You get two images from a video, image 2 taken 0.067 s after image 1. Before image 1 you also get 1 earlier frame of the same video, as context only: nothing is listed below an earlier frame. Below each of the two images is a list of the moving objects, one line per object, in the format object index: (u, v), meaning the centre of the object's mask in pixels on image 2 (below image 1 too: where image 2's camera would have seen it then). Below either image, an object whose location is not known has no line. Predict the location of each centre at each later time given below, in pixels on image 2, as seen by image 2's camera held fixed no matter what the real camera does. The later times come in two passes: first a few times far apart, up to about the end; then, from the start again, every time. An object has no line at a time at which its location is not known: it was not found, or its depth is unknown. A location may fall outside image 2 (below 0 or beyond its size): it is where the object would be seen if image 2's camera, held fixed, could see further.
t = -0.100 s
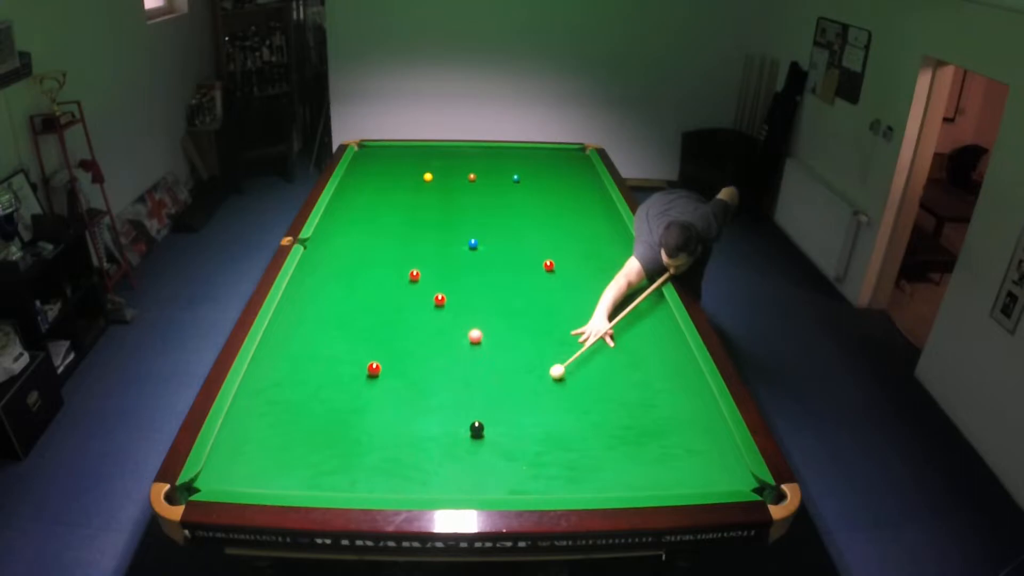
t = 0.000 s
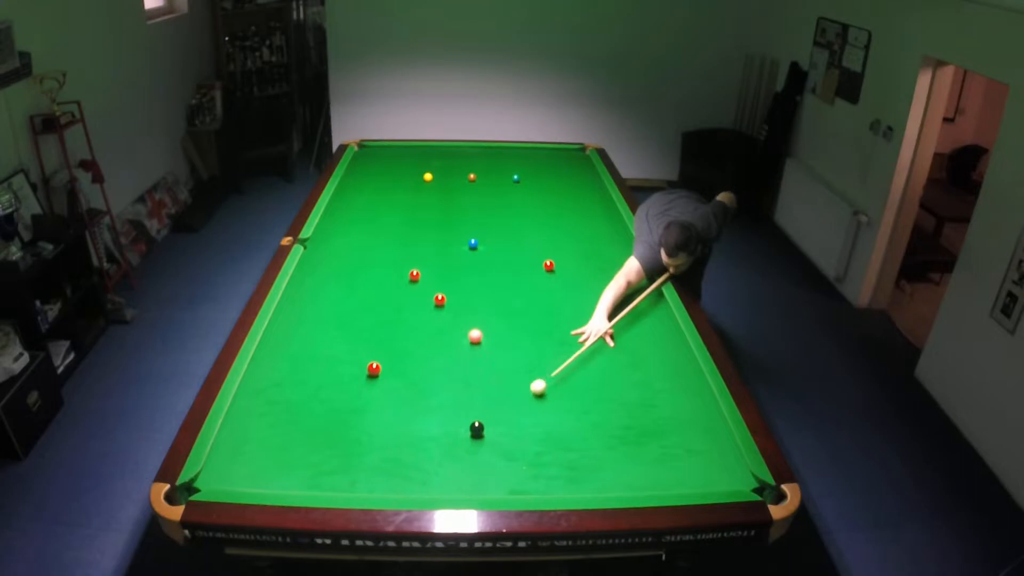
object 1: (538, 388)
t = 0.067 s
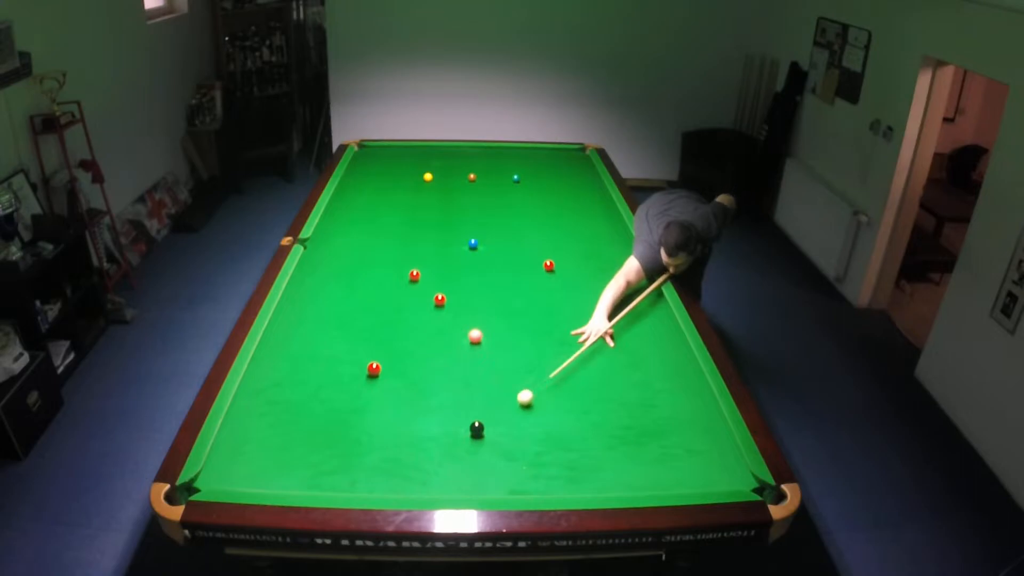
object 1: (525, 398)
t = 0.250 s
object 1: (493, 428)
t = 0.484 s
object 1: (492, 460)
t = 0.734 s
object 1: (489, 488)
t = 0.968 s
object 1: (489, 467)
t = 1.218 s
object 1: (489, 446)
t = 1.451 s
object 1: (489, 428)
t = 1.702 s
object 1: (489, 413)
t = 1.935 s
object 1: (489, 399)
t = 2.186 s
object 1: (489, 386)
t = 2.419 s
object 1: (489, 376)
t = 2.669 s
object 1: (489, 365)
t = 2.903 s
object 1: (488, 357)
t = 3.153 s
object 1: (487, 352)
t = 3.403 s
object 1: (487, 345)
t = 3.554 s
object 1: (487, 342)
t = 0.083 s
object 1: (522, 401)
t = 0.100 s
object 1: (519, 404)
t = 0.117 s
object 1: (515, 406)
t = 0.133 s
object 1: (512, 409)
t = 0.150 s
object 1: (508, 412)
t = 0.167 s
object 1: (505, 415)
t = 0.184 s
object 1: (501, 418)
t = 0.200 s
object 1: (498, 420)
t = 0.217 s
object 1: (494, 423)
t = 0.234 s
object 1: (492, 426)
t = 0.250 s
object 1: (493, 428)
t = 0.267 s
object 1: (493, 430)
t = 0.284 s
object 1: (493, 432)
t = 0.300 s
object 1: (494, 434)
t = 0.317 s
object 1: (493, 436)
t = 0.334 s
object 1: (493, 439)
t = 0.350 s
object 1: (493, 441)
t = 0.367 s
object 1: (493, 443)
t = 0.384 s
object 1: (493, 445)
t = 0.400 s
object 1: (493, 448)
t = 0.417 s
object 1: (493, 450)
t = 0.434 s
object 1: (492, 452)
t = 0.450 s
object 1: (492, 455)
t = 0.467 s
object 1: (492, 457)
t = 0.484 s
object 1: (492, 460)
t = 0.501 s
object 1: (492, 462)
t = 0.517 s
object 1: (491, 464)
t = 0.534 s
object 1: (491, 466)
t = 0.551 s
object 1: (491, 468)
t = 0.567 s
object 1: (491, 470)
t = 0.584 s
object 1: (490, 473)
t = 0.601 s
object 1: (490, 475)
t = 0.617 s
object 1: (490, 478)
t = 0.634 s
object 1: (490, 480)
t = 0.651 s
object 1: (490, 482)
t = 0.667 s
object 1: (490, 485)
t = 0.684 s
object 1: (490, 487)
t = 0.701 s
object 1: (489, 488)
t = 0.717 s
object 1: (489, 489)
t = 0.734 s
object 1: (489, 488)
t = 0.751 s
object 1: (489, 487)
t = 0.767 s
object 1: (489, 486)
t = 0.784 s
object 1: (489, 485)
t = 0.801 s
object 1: (489, 484)
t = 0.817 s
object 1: (489, 482)
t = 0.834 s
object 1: (489, 480)
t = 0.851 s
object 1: (489, 478)
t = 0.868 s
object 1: (489, 477)
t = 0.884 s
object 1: (489, 475)
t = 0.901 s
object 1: (489, 474)
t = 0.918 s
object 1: (489, 472)
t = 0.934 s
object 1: (489, 470)
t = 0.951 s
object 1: (489, 469)
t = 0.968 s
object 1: (489, 467)
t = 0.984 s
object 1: (489, 466)
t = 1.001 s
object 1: (489, 464)
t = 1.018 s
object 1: (489, 463)
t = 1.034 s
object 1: (489, 461)
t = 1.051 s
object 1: (489, 460)
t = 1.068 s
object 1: (489, 458)
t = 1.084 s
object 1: (489, 457)
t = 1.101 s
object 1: (489, 455)
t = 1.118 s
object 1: (489, 454)
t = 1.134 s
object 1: (489, 453)
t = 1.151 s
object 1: (489, 451)
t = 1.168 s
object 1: (489, 450)
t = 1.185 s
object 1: (490, 449)
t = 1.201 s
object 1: (489, 447)
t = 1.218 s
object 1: (489, 446)
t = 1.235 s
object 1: (489, 445)
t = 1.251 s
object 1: (489, 443)
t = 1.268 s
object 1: (489, 442)
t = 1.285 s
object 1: (489, 441)
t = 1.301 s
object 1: (489, 439)
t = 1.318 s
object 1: (489, 438)
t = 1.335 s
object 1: (489, 437)
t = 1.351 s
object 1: (489, 436)
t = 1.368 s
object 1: (489, 434)
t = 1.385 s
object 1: (489, 433)
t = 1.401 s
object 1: (489, 432)
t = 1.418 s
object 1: (489, 431)
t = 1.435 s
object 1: (489, 430)
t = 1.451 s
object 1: (489, 428)
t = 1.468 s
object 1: (489, 427)
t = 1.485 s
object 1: (489, 426)
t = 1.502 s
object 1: (489, 425)
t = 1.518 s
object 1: (489, 424)
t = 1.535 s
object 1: (489, 423)
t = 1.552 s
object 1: (489, 422)
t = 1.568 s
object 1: (489, 421)
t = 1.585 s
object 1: (489, 420)
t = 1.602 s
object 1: (489, 418)
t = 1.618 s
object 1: (489, 418)
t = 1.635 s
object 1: (489, 417)
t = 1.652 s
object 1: (489, 416)
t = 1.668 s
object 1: (489, 415)
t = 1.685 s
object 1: (489, 413)
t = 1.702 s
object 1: (489, 413)
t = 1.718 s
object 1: (490, 412)
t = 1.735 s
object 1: (490, 410)
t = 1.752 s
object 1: (490, 409)
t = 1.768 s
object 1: (490, 408)
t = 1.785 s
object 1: (490, 407)
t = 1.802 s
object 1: (490, 407)
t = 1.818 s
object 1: (489, 405)
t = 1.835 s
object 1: (490, 404)
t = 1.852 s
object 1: (489, 403)
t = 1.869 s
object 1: (489, 402)
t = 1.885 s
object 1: (489, 401)
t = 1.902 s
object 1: (489, 400)
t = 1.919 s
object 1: (489, 399)
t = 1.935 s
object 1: (489, 399)
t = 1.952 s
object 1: (489, 397)
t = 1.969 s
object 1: (489, 397)
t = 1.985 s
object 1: (489, 396)
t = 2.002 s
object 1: (489, 395)
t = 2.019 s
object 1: (489, 394)
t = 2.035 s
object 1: (489, 393)
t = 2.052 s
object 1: (489, 392)
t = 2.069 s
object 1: (489, 391)
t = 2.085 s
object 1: (489, 390)
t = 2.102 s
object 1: (489, 390)
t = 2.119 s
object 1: (489, 389)
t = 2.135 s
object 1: (489, 388)
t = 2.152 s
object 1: (489, 387)
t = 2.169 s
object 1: (489, 386)
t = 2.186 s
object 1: (489, 386)
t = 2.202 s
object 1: (489, 385)
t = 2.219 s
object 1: (489, 384)
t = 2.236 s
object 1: (489, 383)
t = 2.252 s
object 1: (489, 382)
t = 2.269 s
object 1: (489, 382)
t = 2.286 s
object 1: (489, 381)
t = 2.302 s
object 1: (489, 380)
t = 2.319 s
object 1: (489, 380)
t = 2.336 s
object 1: (489, 379)
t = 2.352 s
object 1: (489, 378)
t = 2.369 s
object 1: (489, 378)
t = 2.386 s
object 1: (489, 377)
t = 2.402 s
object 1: (489, 376)
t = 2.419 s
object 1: (489, 376)
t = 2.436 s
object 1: (489, 375)
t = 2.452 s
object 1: (489, 374)
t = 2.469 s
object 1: (489, 374)
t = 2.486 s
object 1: (489, 373)
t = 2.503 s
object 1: (489, 373)
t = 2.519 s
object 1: (489, 372)
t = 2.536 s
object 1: (489, 372)
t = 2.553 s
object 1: (489, 371)
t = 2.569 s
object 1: (489, 371)
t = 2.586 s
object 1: (489, 371)
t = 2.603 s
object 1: (489, 368)
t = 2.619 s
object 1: (489, 368)
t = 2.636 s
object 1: (489, 367)
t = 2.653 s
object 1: (488, 366)
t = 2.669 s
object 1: (489, 365)
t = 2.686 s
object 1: (488, 365)
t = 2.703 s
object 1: (489, 364)
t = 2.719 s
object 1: (488, 364)
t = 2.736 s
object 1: (488, 363)
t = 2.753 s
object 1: (488, 362)
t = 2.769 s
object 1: (488, 362)
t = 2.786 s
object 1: (488, 361)
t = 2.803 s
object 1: (488, 361)
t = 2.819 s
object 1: (488, 360)
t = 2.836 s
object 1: (488, 359)
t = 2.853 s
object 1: (488, 359)
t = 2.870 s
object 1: (488, 358)
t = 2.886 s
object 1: (488, 358)
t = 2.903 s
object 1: (488, 357)
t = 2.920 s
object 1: (488, 357)
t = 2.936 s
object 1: (488, 356)
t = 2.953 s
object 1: (488, 356)
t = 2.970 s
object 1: (488, 357)
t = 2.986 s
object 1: (488, 357)
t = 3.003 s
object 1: (488, 356)
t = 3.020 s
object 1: (488, 356)
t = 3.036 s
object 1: (488, 355)
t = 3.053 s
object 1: (488, 355)
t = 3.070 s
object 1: (487, 354)
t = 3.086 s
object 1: (487, 354)
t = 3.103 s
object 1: (487, 354)
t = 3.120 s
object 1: (487, 353)
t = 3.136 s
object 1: (487, 353)
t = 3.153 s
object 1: (487, 352)
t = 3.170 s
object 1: (487, 352)
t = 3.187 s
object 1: (487, 349)
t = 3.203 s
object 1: (487, 351)
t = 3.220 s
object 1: (487, 350)
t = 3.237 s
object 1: (487, 348)
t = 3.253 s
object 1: (487, 349)
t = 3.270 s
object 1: (487, 347)
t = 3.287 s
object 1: (487, 348)
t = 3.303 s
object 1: (487, 348)
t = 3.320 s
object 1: (487, 348)
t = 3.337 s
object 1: (487, 347)
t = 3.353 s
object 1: (487, 347)
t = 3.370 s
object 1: (487, 346)
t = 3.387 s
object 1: (487, 346)
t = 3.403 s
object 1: (487, 345)
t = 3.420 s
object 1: (487, 345)
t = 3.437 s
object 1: (487, 345)
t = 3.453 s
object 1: (486, 344)
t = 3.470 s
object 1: (487, 344)
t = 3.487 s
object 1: (487, 344)
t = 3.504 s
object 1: (487, 343)
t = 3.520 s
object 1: (487, 343)
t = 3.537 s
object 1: (487, 343)
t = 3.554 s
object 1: (487, 342)
